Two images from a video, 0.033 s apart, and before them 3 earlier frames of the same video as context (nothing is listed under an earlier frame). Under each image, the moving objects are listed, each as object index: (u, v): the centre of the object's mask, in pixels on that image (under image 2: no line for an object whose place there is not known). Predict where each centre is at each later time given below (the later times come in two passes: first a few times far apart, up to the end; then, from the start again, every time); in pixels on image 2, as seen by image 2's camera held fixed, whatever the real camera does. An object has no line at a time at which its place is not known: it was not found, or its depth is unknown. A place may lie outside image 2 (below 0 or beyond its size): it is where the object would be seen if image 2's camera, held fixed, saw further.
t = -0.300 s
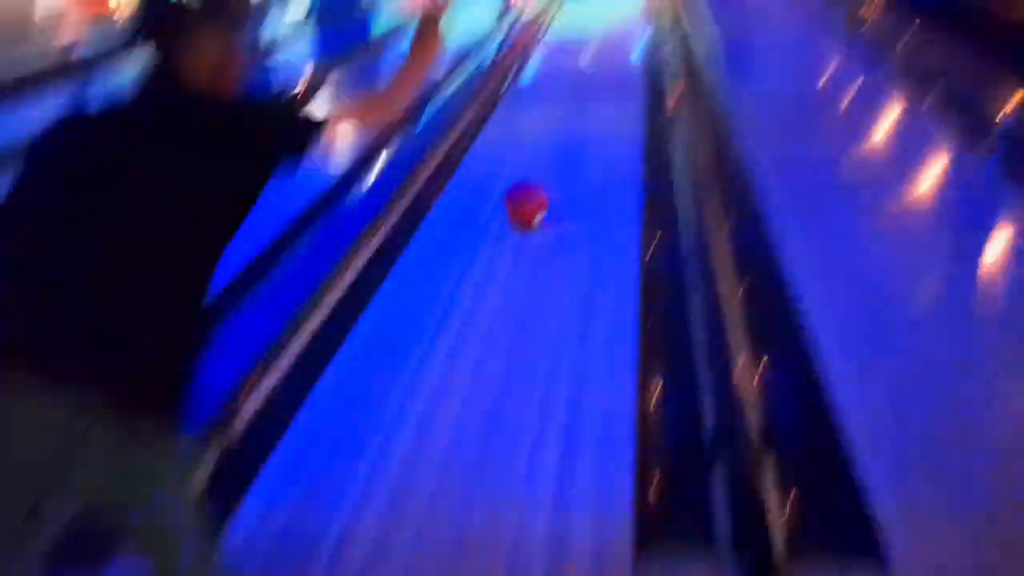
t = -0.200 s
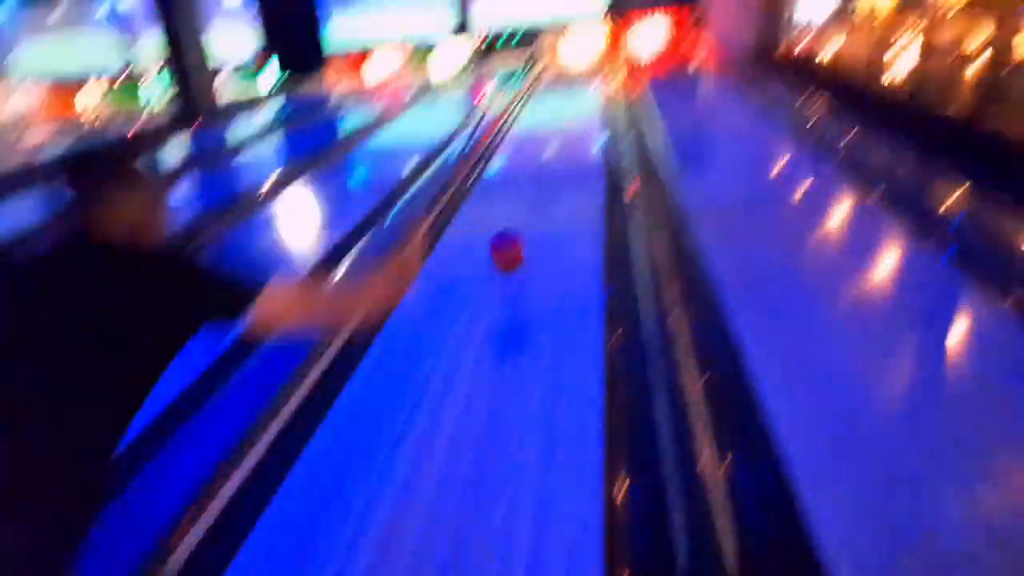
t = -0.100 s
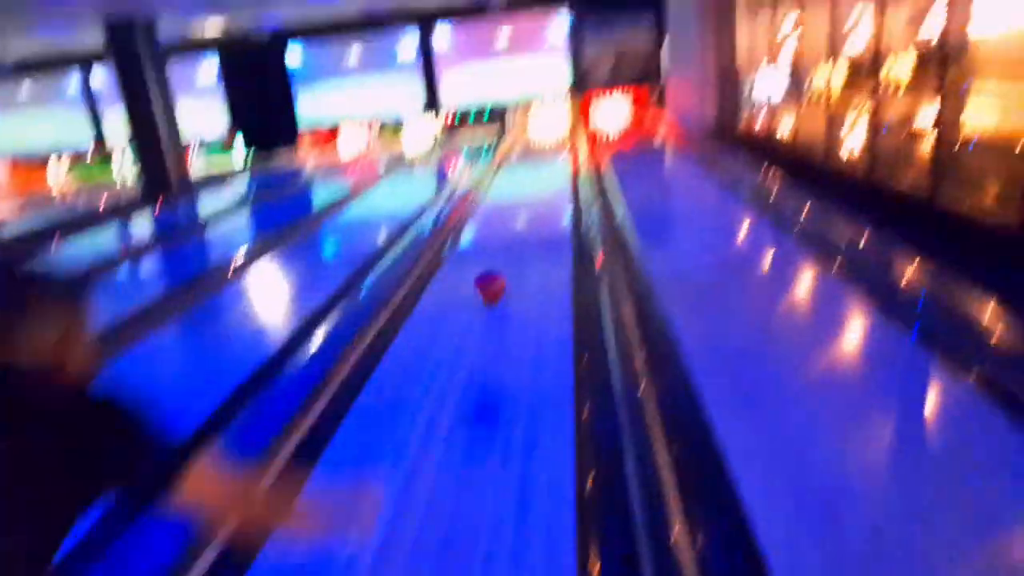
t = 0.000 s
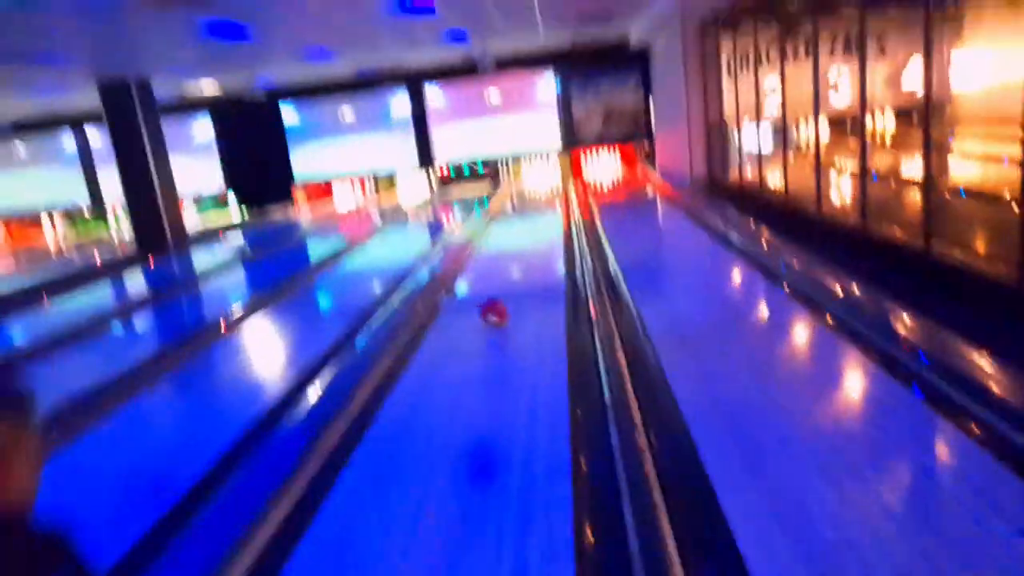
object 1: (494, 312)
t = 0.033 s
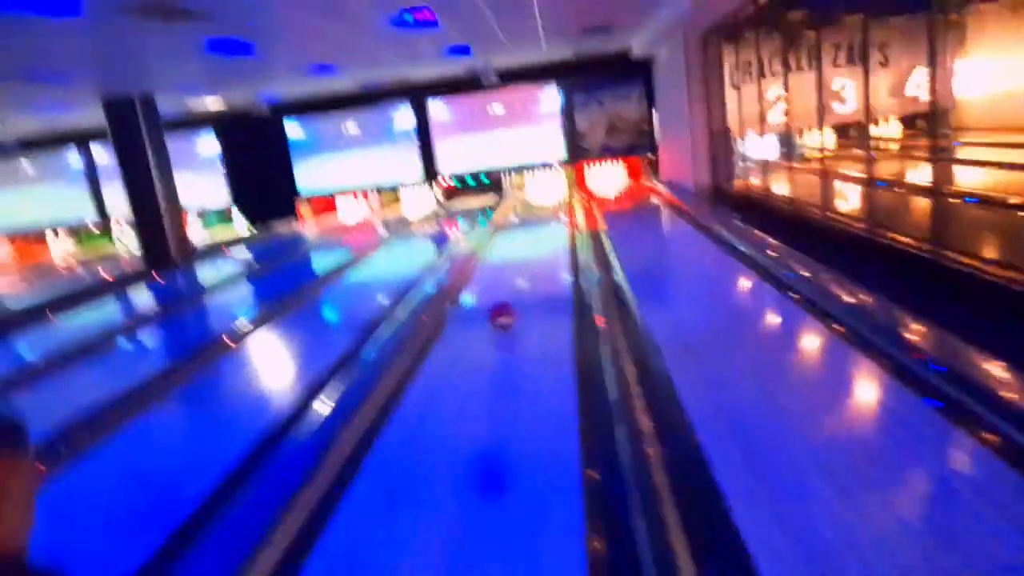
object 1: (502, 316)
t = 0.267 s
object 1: (513, 271)
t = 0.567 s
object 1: (523, 239)
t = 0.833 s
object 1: (530, 221)
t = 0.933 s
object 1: (532, 216)
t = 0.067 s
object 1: (504, 307)
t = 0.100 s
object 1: (503, 299)
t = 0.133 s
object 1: (507, 293)
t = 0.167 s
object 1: (505, 288)
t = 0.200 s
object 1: (510, 282)
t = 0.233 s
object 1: (511, 276)
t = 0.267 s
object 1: (513, 271)
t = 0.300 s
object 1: (514, 267)
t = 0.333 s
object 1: (518, 263)
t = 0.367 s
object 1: (517, 259)
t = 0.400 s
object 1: (518, 255)
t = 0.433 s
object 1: (519, 251)
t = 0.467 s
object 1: (521, 247)
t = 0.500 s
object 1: (521, 245)
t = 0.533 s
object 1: (522, 243)
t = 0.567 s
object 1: (523, 239)
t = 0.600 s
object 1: (525, 236)
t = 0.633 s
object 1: (525, 234)
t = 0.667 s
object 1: (526, 231)
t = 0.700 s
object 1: (527, 229)
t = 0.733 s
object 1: (528, 227)
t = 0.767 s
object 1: (528, 226)
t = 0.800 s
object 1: (529, 223)
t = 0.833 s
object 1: (530, 221)
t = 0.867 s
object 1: (531, 220)
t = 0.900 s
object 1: (531, 219)
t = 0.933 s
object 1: (532, 216)
